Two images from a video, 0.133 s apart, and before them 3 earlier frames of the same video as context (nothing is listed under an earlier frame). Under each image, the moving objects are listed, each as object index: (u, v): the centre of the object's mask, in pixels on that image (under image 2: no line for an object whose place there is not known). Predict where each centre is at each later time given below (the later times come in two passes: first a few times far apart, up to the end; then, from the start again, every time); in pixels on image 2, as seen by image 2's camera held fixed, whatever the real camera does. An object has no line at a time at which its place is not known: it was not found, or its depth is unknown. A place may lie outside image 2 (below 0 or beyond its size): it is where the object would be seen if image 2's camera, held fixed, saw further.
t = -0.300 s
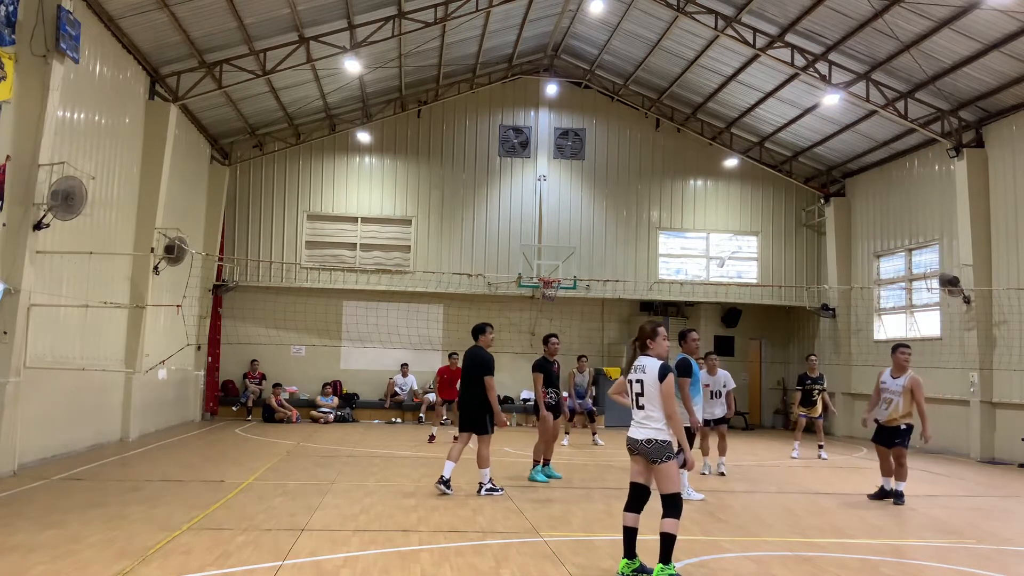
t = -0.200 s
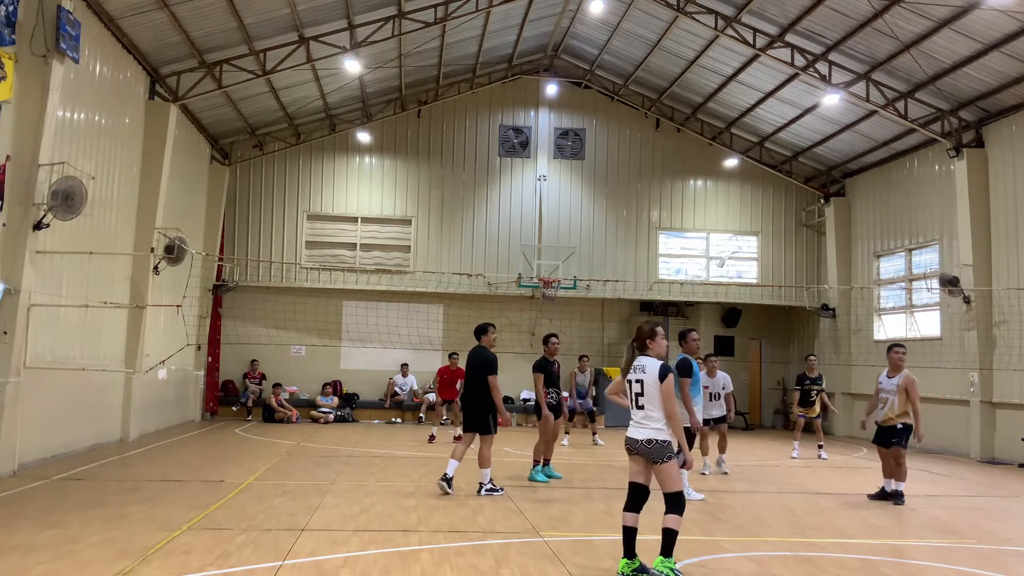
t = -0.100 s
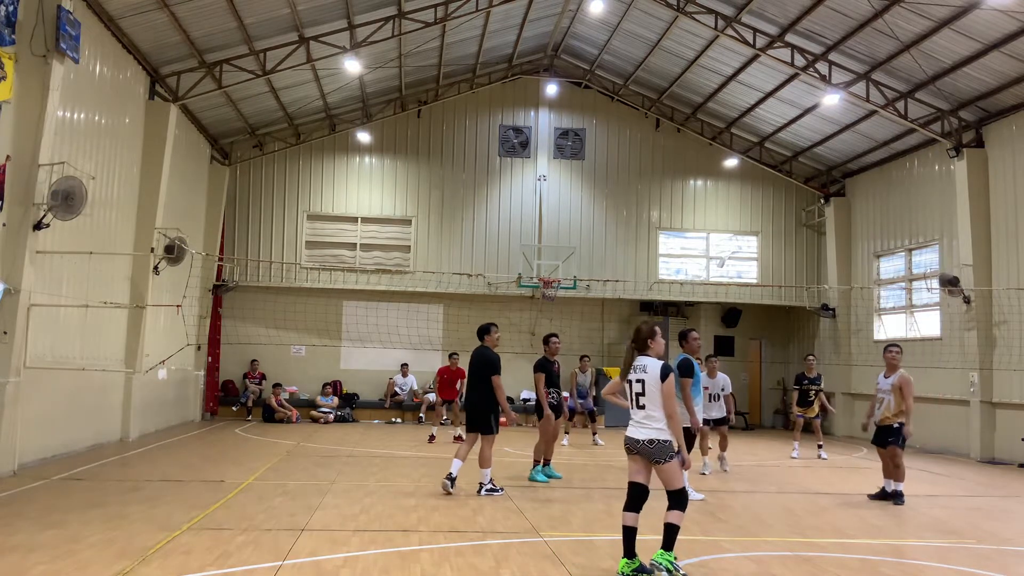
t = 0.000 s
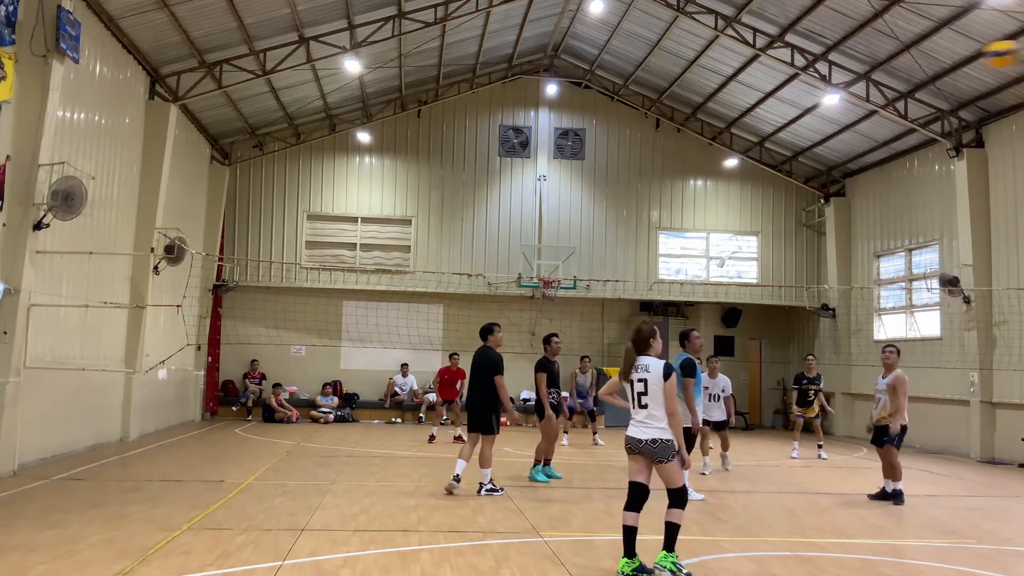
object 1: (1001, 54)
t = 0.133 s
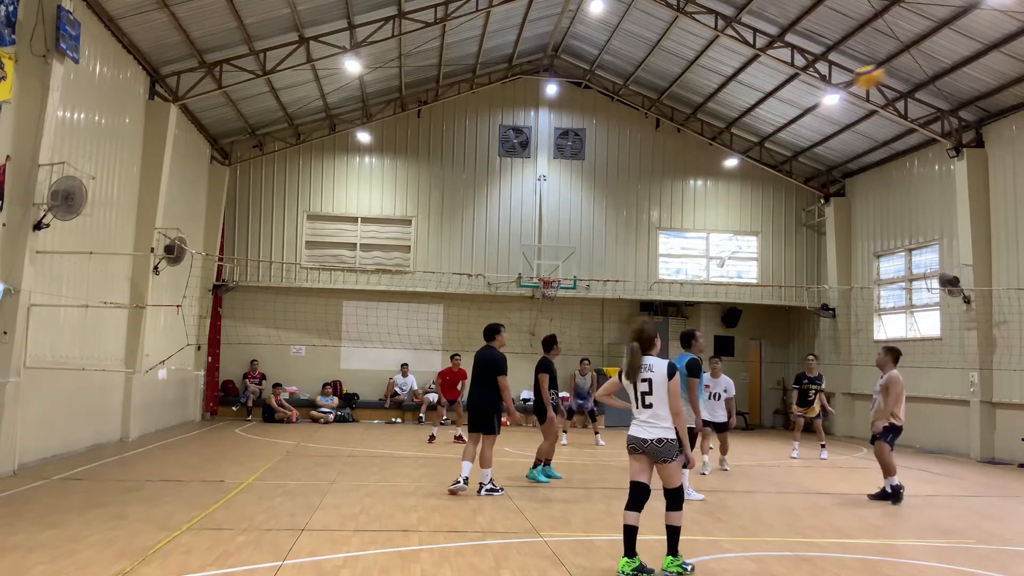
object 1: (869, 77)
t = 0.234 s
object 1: (796, 102)
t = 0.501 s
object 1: (662, 181)
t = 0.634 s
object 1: (617, 227)
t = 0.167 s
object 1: (842, 84)
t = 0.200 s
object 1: (817, 91)
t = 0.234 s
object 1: (796, 102)
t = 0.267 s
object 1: (774, 112)
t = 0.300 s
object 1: (755, 121)
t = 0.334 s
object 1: (736, 132)
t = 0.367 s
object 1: (720, 141)
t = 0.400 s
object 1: (705, 151)
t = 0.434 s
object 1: (691, 160)
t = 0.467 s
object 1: (676, 170)
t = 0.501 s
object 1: (662, 181)
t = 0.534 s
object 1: (649, 193)
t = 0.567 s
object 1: (639, 204)
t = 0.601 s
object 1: (628, 215)
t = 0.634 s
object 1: (617, 227)
